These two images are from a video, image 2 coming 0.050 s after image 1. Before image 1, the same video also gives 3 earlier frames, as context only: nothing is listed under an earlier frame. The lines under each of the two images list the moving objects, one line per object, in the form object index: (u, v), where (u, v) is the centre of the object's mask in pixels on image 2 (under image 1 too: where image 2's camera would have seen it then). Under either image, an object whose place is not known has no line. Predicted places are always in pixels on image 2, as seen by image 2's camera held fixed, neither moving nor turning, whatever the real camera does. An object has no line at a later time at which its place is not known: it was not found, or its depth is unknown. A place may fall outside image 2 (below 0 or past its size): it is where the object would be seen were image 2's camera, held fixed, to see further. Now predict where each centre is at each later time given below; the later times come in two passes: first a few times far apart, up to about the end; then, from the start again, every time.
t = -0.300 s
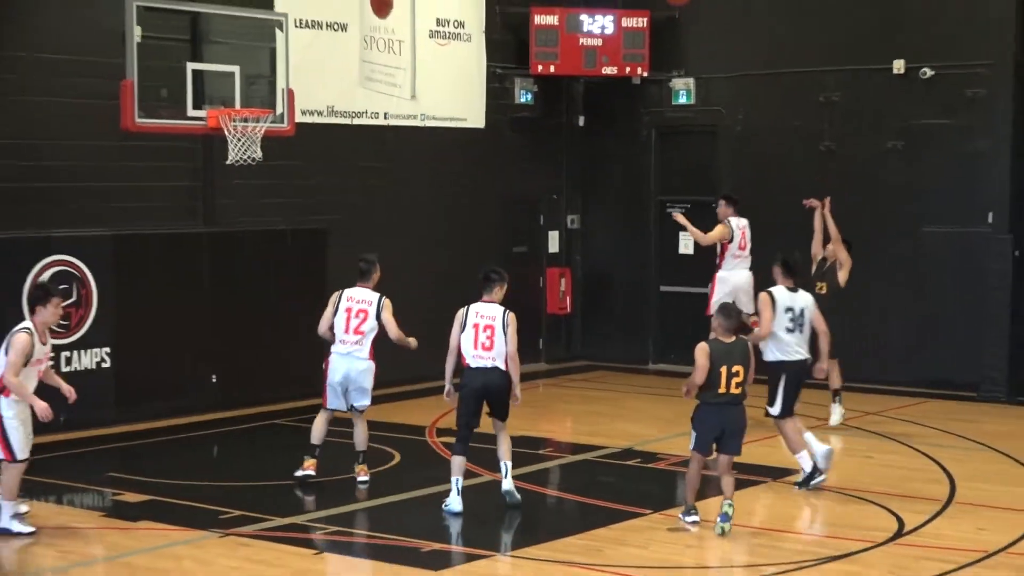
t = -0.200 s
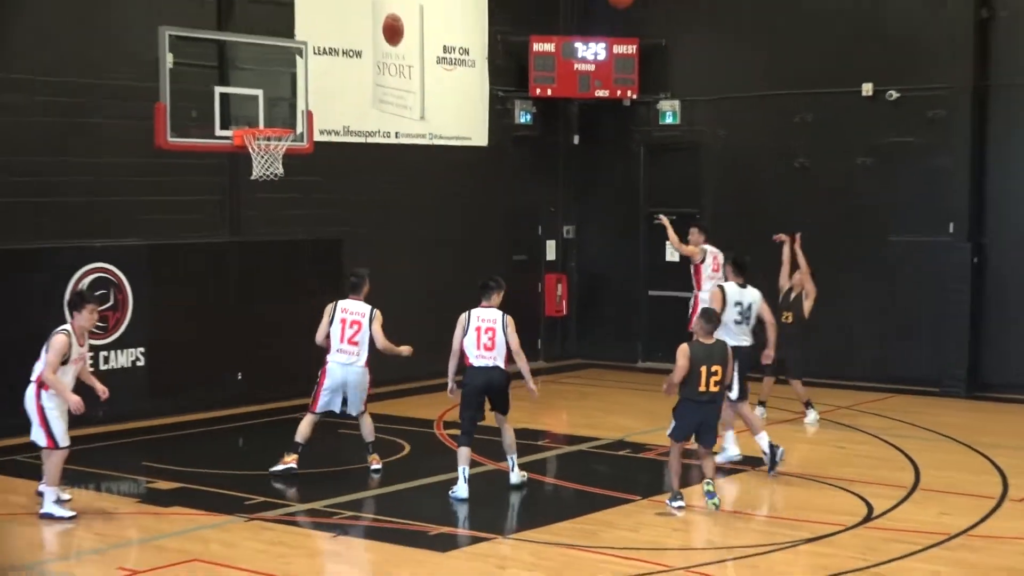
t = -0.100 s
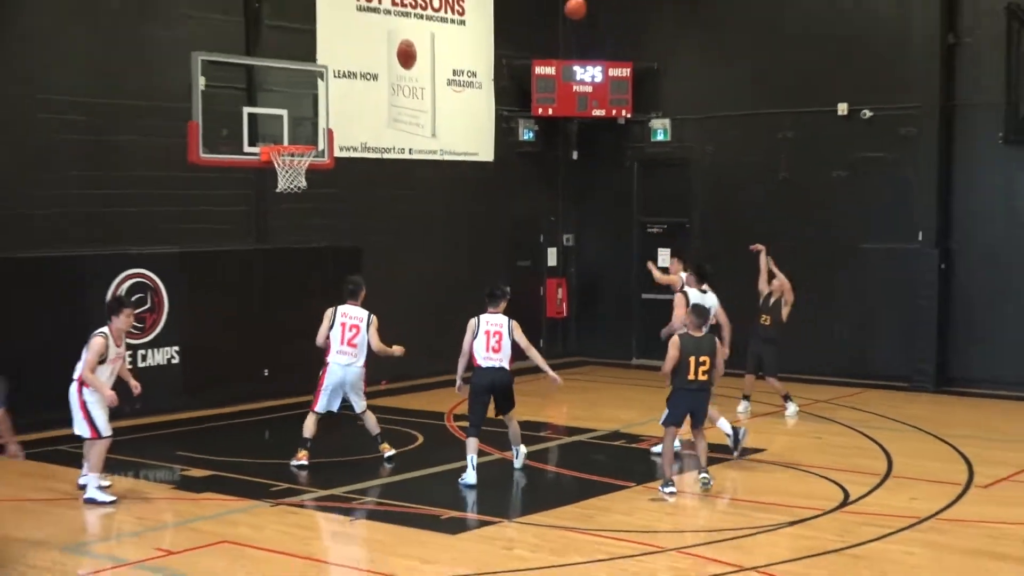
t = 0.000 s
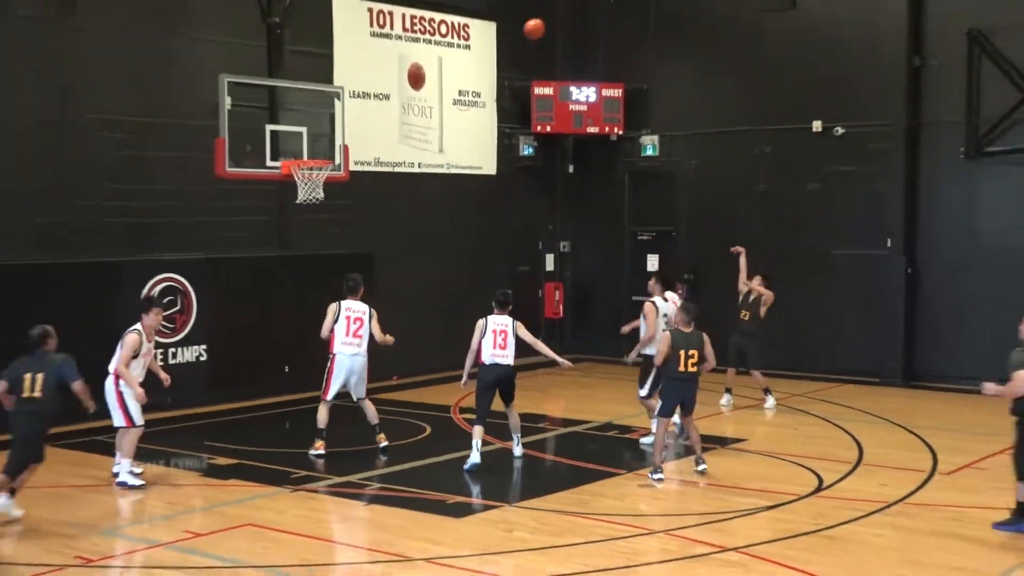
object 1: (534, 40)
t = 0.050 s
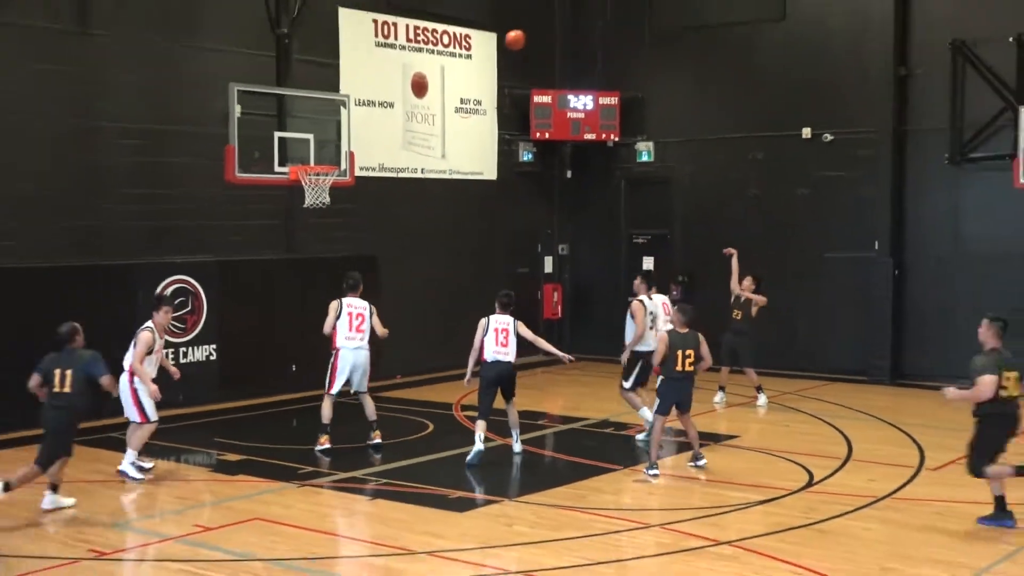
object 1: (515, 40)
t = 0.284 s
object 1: (429, 68)
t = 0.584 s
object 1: (313, 171)
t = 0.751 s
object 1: (282, 216)
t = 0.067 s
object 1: (509, 40)
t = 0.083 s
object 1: (504, 41)
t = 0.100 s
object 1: (497, 41)
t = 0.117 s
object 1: (491, 43)
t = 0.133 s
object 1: (485, 44)
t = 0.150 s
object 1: (478, 45)
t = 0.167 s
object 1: (472, 48)
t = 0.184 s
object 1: (466, 50)
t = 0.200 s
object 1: (460, 52)
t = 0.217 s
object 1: (454, 56)
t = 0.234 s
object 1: (448, 58)
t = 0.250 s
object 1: (441, 61)
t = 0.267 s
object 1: (435, 65)
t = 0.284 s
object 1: (429, 68)
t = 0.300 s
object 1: (423, 72)
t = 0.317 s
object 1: (416, 75)
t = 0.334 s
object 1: (408, 81)
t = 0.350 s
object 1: (403, 85)
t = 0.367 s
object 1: (397, 90)
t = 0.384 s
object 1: (391, 95)
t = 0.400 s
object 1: (384, 100)
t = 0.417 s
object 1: (379, 105)
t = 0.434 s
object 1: (372, 111)
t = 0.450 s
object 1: (365, 117)
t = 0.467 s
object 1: (360, 124)
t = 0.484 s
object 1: (353, 130)
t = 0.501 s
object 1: (347, 137)
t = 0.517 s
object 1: (339, 143)
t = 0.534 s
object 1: (334, 151)
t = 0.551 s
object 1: (328, 157)
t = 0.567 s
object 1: (321, 161)
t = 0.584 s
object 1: (313, 171)
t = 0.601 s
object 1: (307, 182)
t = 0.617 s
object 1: (301, 190)
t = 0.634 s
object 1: (297, 197)
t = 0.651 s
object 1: (297, 195)
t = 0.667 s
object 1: (295, 197)
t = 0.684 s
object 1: (292, 200)
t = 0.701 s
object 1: (289, 204)
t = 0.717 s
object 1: (287, 208)
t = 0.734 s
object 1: (284, 212)
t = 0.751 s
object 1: (282, 216)
